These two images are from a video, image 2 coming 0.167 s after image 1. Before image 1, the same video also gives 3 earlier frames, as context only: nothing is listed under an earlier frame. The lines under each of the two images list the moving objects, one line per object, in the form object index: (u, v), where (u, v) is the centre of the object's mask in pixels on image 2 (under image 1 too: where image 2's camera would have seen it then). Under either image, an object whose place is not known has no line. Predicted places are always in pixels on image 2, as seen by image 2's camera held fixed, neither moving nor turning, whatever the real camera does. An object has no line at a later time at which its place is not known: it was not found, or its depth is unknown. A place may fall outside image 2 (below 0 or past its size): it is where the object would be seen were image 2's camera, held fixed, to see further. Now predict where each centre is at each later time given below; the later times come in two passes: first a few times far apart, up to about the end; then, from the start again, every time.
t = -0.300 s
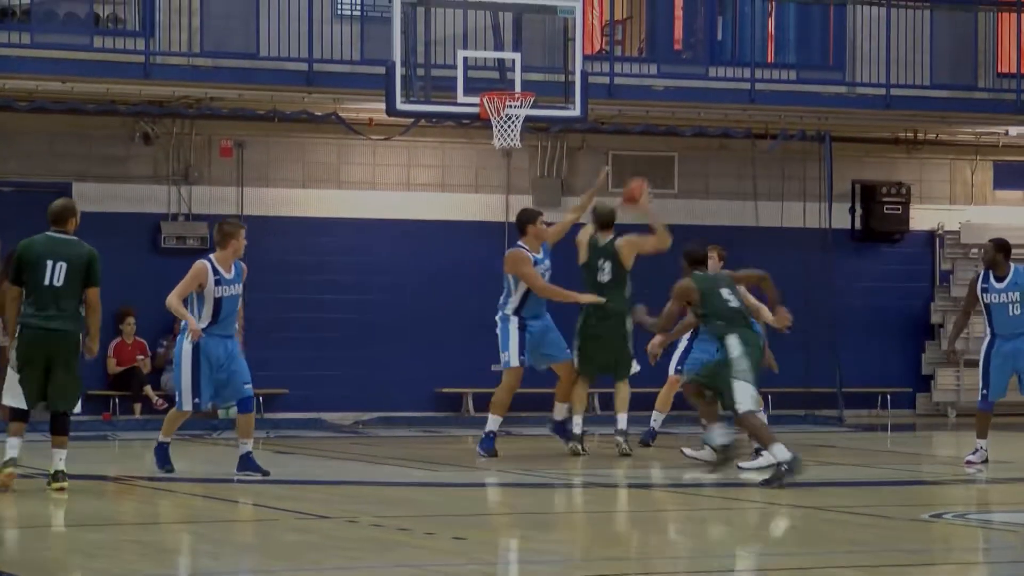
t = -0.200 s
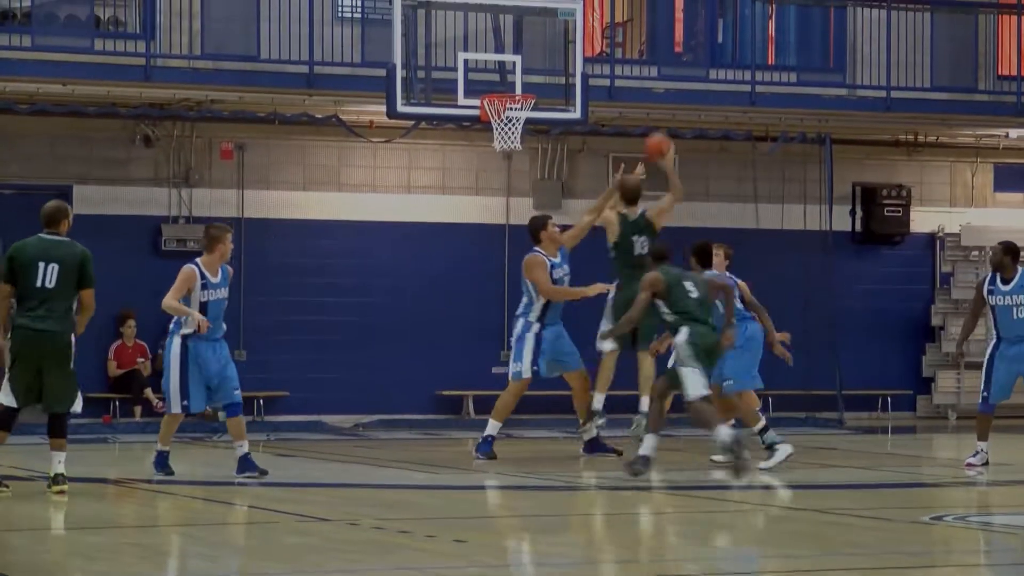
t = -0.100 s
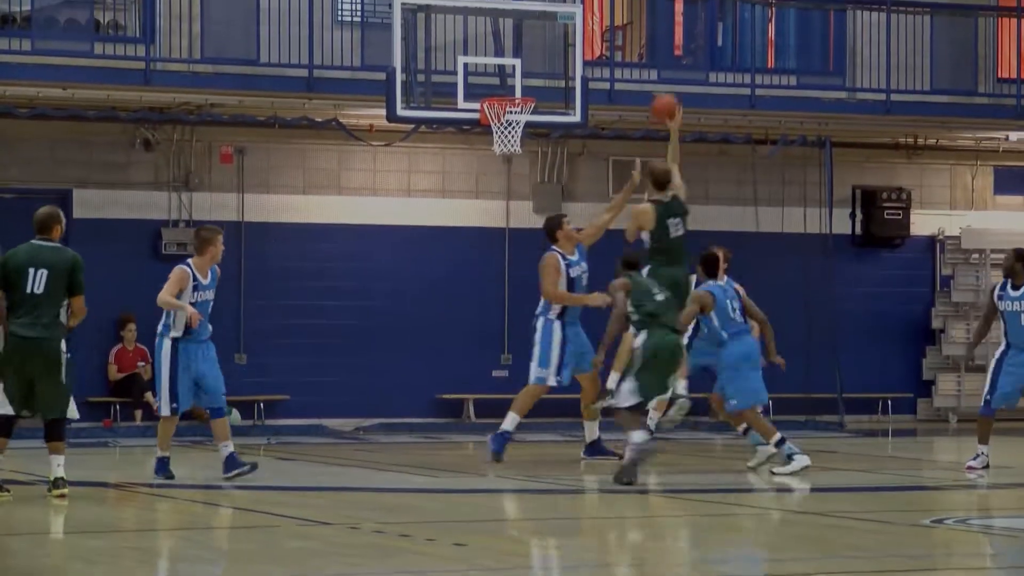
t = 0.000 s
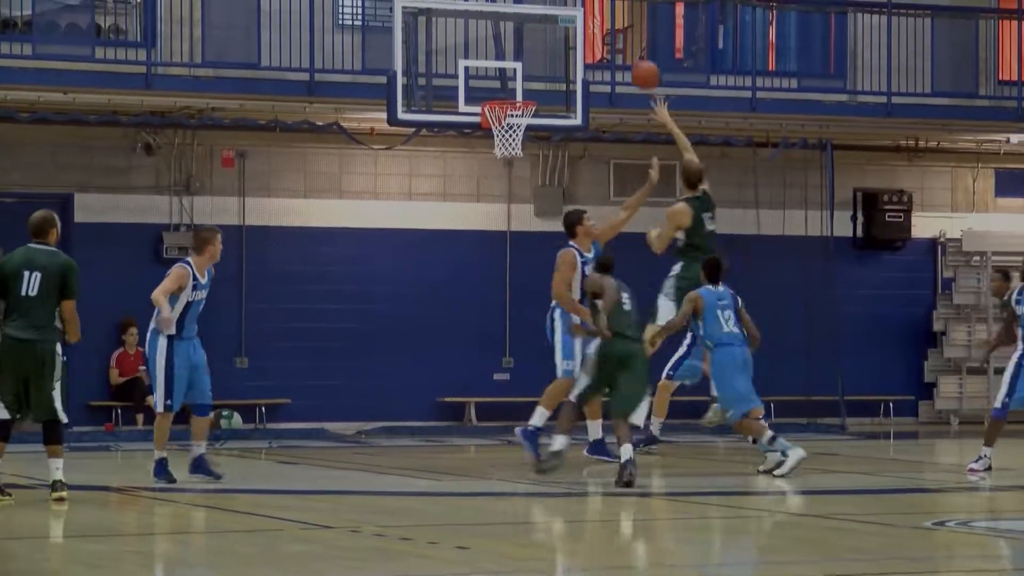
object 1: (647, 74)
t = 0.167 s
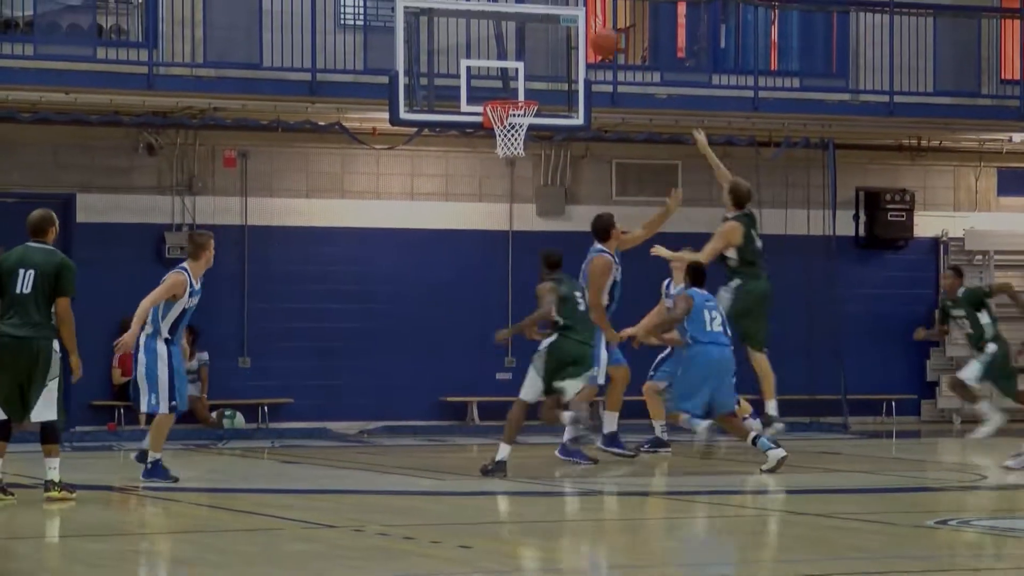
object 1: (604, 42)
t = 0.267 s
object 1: (581, 39)
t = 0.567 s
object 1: (515, 86)
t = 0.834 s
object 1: (499, 91)
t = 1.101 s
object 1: (515, 82)
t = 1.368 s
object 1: (512, 123)
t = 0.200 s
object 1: (597, 40)
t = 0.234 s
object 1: (590, 39)
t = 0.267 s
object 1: (581, 39)
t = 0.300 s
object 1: (573, 39)
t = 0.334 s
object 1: (565, 43)
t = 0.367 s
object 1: (558, 47)
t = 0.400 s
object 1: (549, 52)
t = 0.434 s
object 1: (542, 58)
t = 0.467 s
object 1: (535, 66)
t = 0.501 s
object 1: (528, 74)
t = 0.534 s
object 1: (519, 85)
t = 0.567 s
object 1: (515, 86)
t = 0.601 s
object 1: (513, 82)
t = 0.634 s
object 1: (511, 81)
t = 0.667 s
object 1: (509, 80)
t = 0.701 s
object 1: (507, 80)
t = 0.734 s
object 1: (505, 81)
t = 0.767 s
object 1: (503, 83)
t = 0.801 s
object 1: (501, 88)
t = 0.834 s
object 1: (499, 91)
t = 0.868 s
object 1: (499, 90)
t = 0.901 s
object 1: (502, 87)
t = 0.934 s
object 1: (504, 83)
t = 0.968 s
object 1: (506, 80)
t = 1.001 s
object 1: (508, 80)
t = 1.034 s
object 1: (511, 79)
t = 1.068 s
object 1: (513, 80)
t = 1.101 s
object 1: (515, 82)
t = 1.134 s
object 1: (517, 86)
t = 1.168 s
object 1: (520, 90)
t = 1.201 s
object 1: (522, 93)
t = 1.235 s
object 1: (523, 96)
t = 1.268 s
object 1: (519, 98)
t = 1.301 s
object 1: (518, 112)
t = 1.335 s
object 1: (515, 114)
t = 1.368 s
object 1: (512, 123)
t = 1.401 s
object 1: (506, 137)
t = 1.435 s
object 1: (502, 151)
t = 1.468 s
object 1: (501, 155)
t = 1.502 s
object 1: (500, 163)
